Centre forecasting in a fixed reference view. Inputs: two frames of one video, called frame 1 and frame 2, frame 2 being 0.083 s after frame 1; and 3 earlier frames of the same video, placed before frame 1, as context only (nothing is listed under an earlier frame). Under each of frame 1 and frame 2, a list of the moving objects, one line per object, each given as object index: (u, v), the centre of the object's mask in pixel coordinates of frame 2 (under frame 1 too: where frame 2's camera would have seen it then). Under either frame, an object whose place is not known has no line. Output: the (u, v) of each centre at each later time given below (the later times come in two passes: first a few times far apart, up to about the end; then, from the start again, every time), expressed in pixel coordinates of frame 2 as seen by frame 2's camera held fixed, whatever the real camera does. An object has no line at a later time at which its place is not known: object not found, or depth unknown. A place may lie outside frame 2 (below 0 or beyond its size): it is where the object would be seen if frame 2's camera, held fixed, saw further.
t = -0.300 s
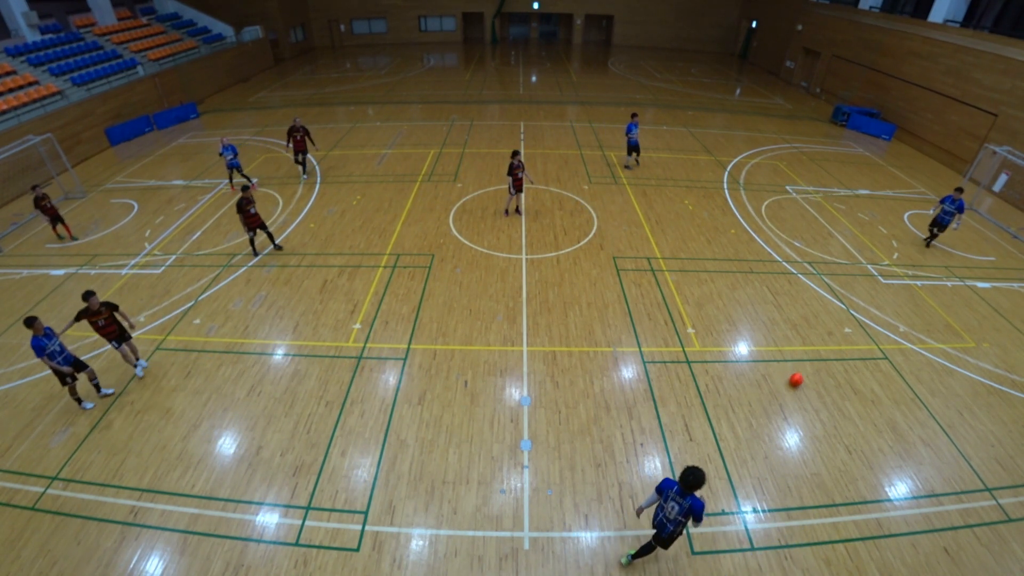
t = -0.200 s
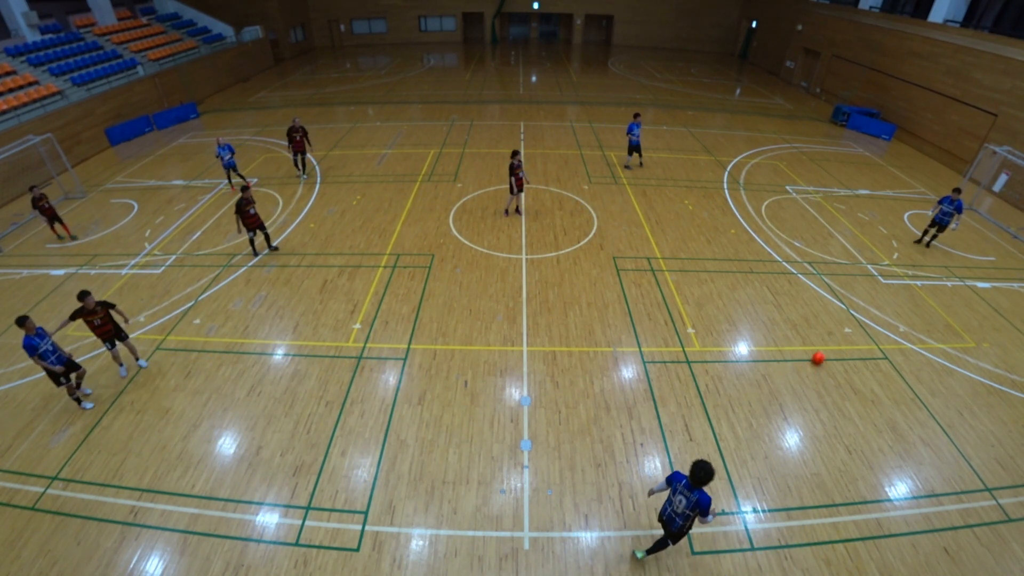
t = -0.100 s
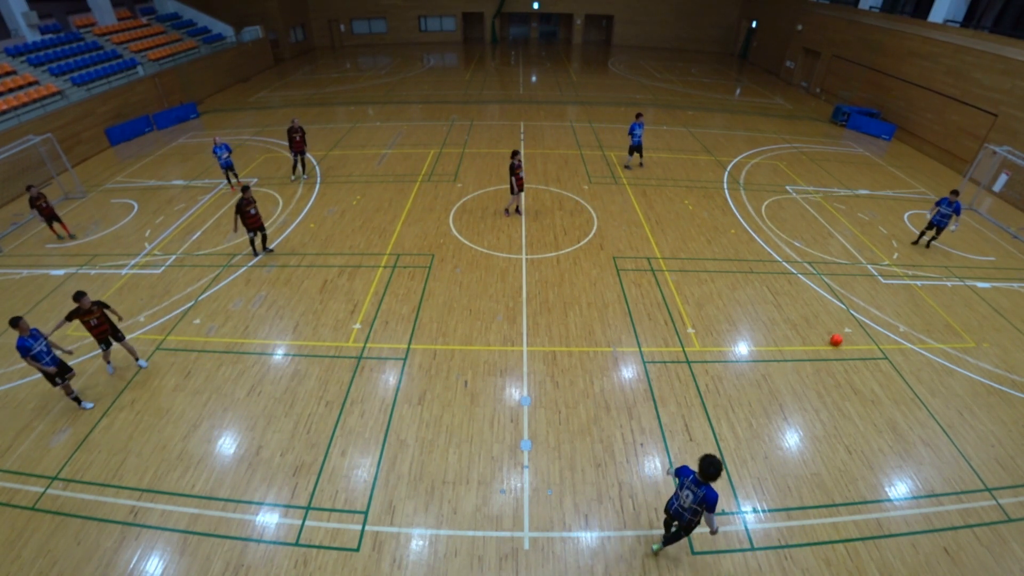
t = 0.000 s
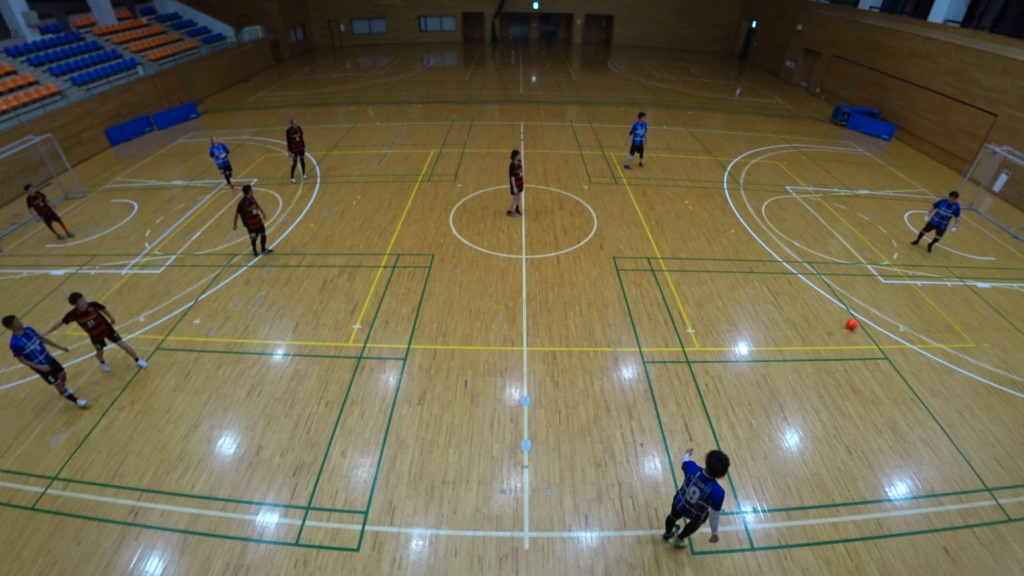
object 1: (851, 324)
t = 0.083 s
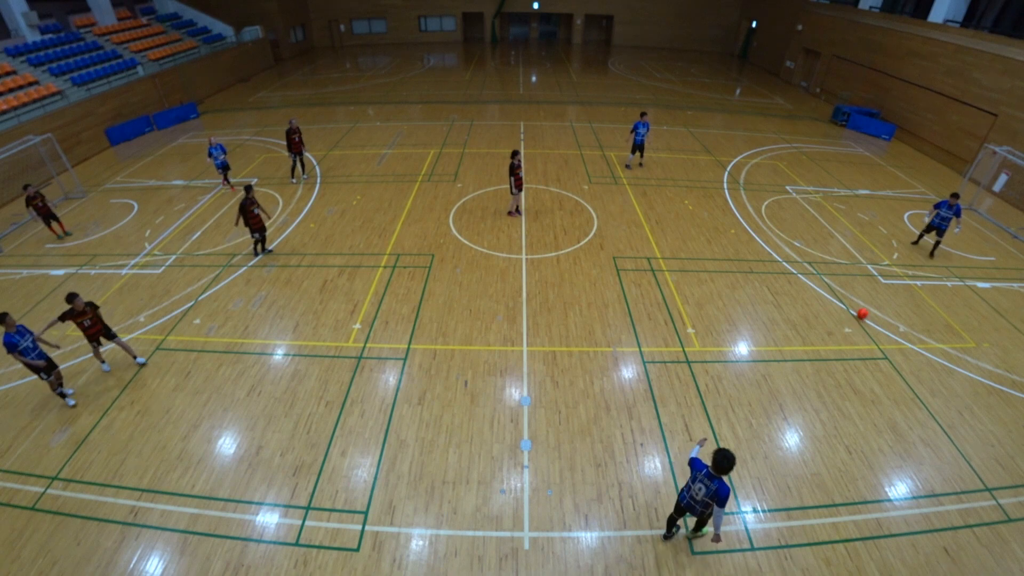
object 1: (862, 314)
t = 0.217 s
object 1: (877, 298)
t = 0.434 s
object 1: (896, 278)
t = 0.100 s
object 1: (864, 312)
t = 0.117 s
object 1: (866, 309)
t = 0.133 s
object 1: (868, 307)
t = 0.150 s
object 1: (870, 306)
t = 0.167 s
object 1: (872, 304)
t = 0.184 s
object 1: (873, 302)
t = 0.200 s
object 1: (875, 300)
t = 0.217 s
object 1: (877, 298)
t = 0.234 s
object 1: (878, 297)
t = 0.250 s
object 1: (880, 295)
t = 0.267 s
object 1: (881, 293)
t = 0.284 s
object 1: (883, 292)
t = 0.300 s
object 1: (885, 290)
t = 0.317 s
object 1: (886, 289)
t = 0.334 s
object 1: (887, 287)
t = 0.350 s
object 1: (889, 286)
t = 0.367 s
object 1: (890, 284)
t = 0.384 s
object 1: (892, 282)
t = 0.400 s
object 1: (893, 281)
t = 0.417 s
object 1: (894, 280)
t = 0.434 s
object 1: (896, 278)
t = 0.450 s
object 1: (897, 277)
